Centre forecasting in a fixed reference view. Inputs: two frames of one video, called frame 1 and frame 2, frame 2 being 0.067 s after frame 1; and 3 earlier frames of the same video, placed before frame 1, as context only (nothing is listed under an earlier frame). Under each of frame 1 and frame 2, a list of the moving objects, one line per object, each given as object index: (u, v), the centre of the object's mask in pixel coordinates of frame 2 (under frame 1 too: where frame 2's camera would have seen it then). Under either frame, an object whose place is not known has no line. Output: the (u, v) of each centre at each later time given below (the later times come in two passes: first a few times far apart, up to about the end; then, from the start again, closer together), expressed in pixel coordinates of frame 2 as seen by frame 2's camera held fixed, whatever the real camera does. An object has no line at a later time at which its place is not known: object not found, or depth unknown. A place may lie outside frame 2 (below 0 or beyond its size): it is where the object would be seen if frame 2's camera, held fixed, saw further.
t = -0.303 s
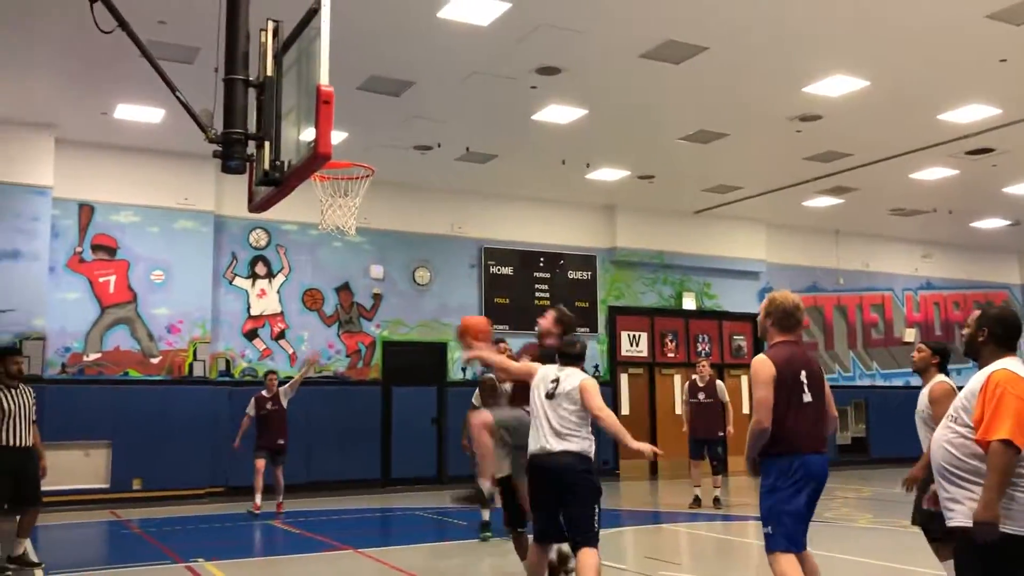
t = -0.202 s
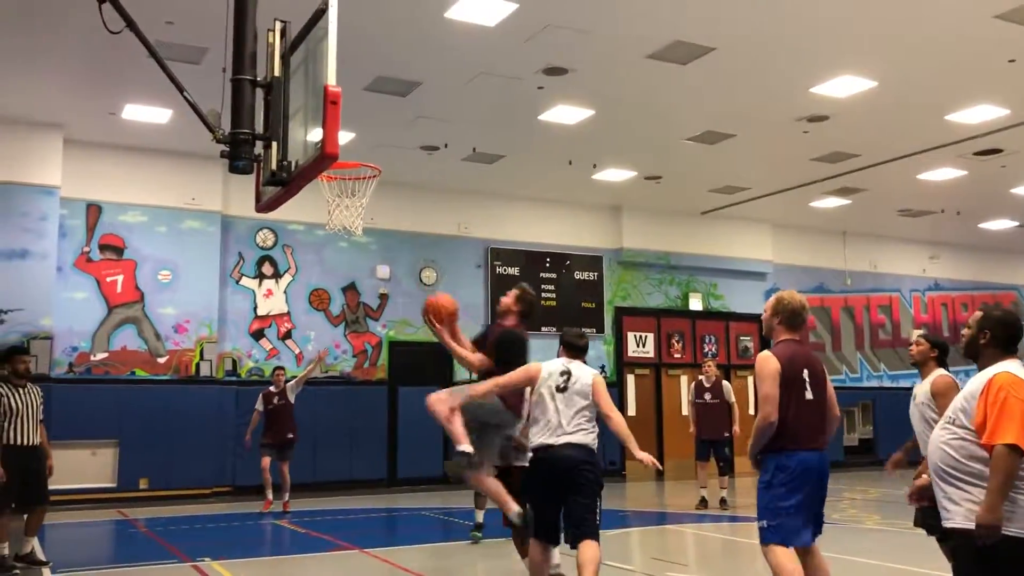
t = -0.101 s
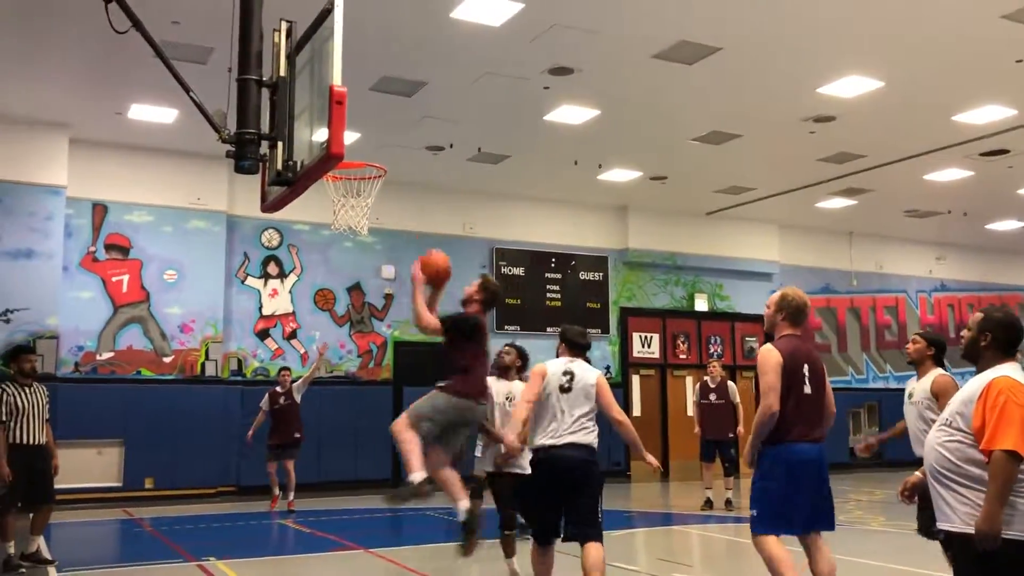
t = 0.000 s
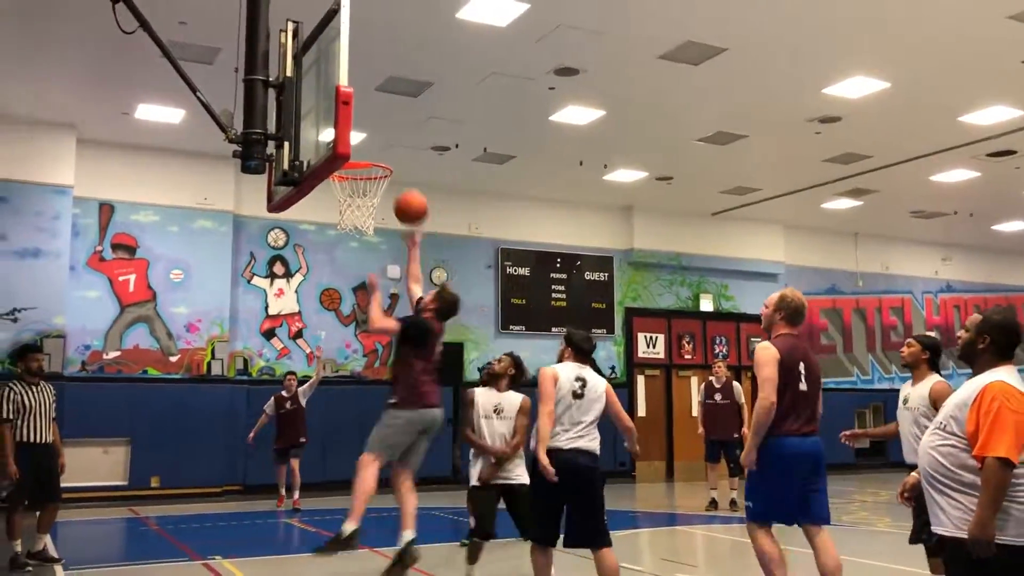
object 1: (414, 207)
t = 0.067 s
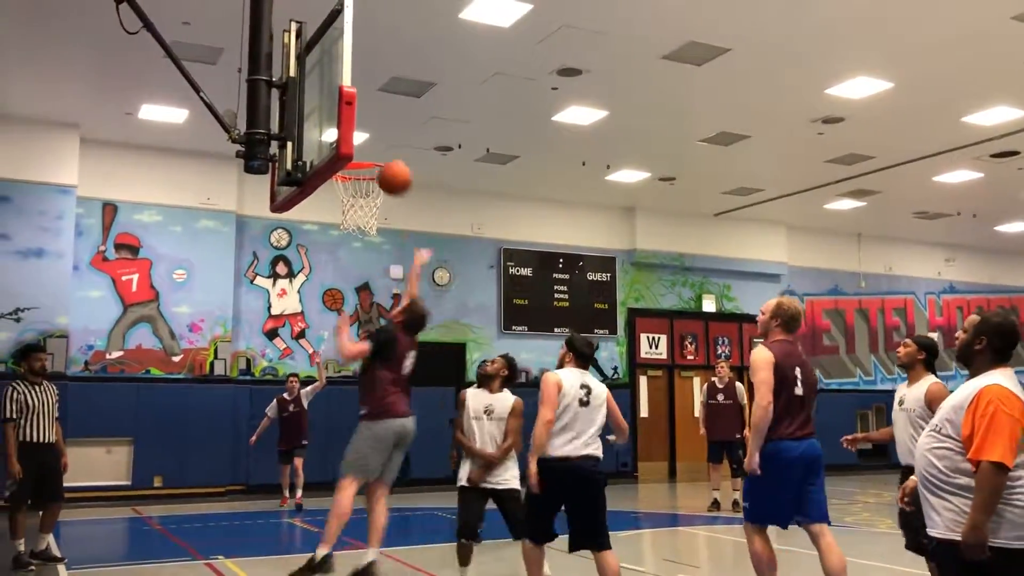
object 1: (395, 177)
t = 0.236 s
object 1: (357, 129)
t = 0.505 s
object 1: (367, 152)
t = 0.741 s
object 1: (365, 187)
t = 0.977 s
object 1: (359, 276)
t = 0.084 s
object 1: (390, 171)
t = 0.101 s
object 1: (385, 165)
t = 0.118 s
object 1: (380, 159)
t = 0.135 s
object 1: (375, 154)
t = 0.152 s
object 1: (371, 151)
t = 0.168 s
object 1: (368, 145)
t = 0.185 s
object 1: (365, 140)
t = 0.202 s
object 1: (363, 136)
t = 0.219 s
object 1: (360, 134)
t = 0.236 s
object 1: (357, 129)
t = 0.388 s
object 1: (358, 133)
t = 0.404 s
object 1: (359, 135)
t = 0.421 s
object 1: (360, 138)
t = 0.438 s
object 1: (360, 141)
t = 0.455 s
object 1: (361, 143)
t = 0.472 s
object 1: (363, 147)
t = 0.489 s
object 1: (364, 150)
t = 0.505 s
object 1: (367, 152)
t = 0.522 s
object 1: (368, 154)
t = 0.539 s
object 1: (370, 166)
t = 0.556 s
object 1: (372, 170)
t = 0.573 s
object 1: (372, 170)
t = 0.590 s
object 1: (372, 171)
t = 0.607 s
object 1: (371, 171)
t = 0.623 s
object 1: (370, 172)
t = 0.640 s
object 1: (369, 174)
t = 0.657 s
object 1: (367, 175)
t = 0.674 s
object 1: (364, 180)
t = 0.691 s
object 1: (364, 180)
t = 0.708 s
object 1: (364, 183)
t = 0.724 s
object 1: (364, 185)
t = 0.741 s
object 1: (365, 187)
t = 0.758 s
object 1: (365, 187)
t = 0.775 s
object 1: (363, 201)
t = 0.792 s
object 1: (364, 202)
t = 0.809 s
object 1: (362, 210)
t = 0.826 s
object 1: (362, 214)
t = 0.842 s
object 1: (362, 217)
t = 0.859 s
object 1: (363, 226)
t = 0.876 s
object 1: (362, 235)
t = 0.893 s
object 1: (362, 240)
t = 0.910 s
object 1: (362, 244)
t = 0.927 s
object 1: (362, 252)
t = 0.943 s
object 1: (361, 260)
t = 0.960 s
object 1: (360, 269)
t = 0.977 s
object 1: (359, 276)
